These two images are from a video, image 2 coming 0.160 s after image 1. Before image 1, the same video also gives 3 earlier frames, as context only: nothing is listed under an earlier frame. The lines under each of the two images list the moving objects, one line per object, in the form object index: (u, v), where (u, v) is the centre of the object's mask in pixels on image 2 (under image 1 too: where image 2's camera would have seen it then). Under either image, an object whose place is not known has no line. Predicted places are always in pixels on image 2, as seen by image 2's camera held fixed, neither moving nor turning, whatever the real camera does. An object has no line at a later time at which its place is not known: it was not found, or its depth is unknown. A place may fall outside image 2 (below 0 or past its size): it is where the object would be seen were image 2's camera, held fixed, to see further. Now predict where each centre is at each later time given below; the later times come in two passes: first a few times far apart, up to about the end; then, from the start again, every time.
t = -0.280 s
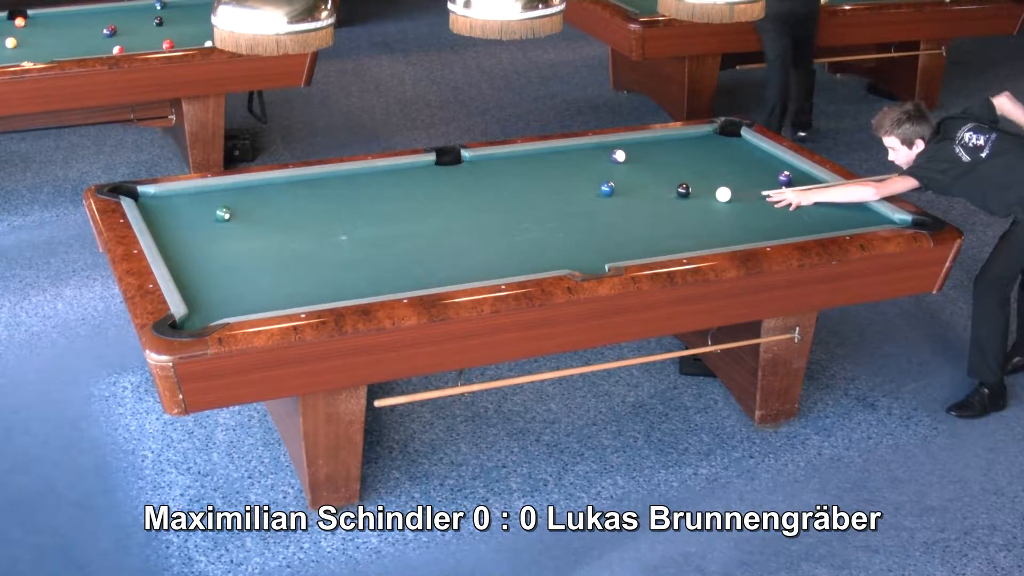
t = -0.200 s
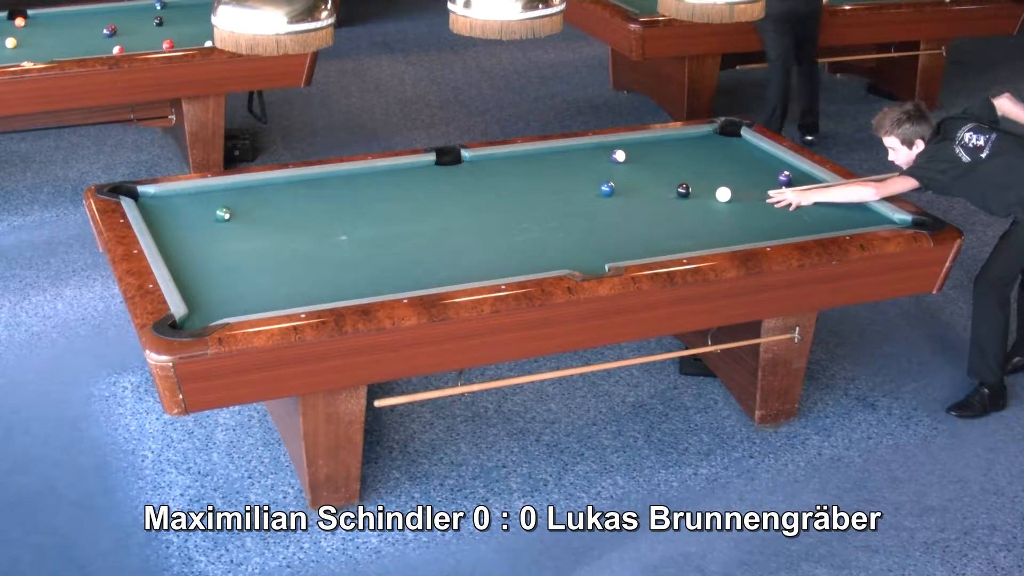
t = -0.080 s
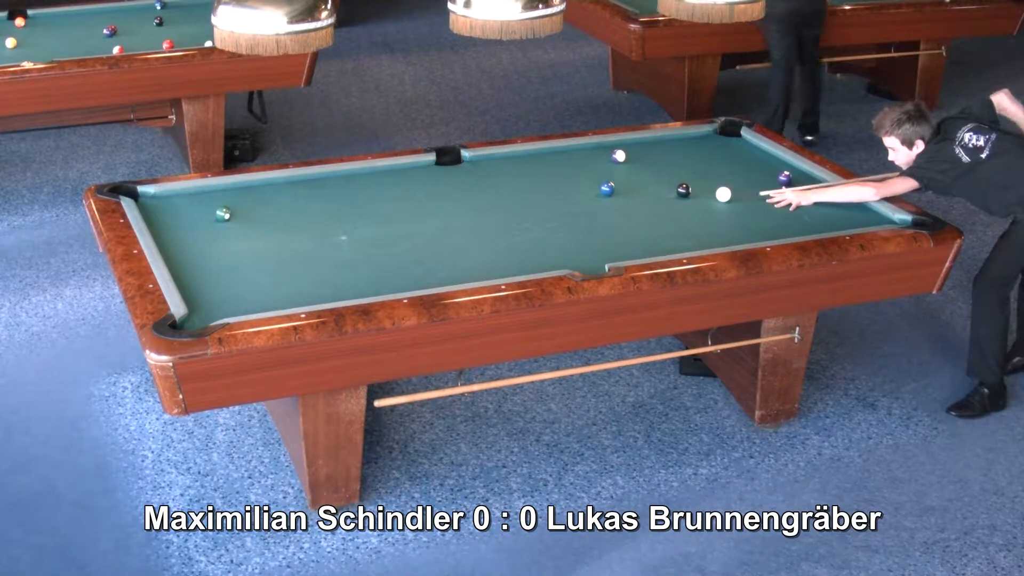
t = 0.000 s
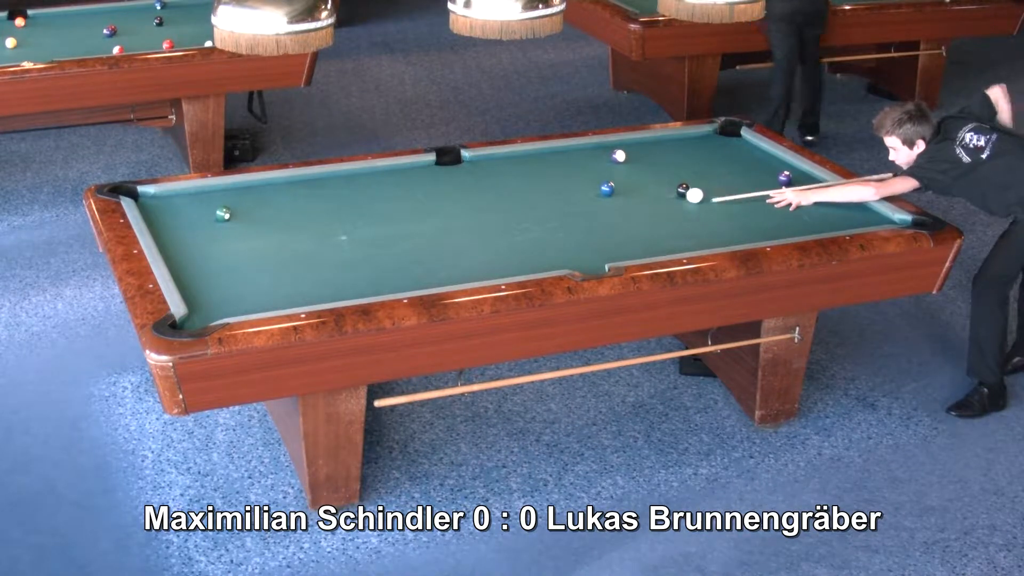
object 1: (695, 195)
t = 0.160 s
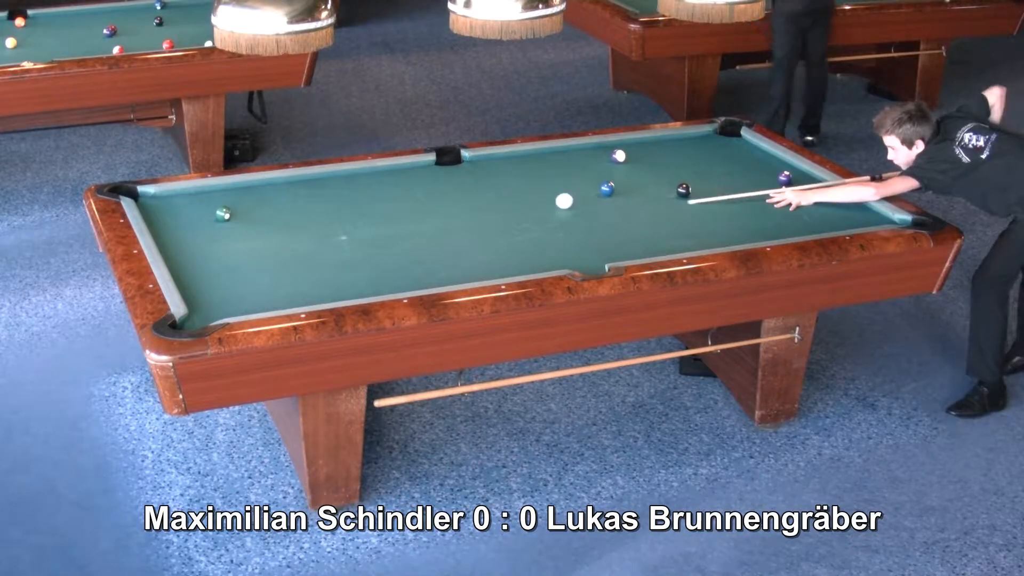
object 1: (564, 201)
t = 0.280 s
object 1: (476, 205)
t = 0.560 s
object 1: (306, 213)
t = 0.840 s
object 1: (208, 226)
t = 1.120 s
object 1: (174, 243)
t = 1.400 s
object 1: (221, 251)
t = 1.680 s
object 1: (268, 260)
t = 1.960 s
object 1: (314, 268)
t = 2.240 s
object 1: (360, 276)
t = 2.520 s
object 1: (405, 284)
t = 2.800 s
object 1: (438, 282)
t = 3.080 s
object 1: (456, 274)
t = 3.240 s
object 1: (465, 269)
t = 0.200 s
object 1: (533, 203)
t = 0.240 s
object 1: (504, 204)
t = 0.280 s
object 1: (476, 205)
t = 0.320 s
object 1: (448, 206)
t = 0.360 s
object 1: (422, 207)
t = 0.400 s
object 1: (396, 209)
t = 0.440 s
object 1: (372, 210)
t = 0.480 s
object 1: (349, 211)
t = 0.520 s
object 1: (327, 212)
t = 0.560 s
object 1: (306, 213)
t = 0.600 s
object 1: (286, 214)
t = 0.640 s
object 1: (267, 215)
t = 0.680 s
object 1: (249, 216)
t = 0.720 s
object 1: (233, 217)
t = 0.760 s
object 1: (226, 220)
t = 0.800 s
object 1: (217, 224)
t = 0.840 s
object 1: (208, 226)
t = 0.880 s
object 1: (198, 229)
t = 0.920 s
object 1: (189, 232)
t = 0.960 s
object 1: (179, 235)
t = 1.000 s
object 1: (169, 238)
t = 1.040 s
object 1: (161, 240)
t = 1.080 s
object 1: (167, 242)
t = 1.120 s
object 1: (174, 243)
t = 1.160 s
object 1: (181, 244)
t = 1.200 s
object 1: (188, 245)
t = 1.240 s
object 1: (194, 247)
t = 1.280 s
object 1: (201, 248)
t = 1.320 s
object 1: (208, 249)
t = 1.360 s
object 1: (214, 250)
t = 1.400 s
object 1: (221, 251)
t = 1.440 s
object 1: (228, 253)
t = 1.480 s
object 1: (234, 254)
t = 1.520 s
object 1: (241, 255)
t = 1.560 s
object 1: (248, 256)
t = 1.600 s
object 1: (255, 258)
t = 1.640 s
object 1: (261, 259)
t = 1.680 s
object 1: (268, 260)
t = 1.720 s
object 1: (275, 261)
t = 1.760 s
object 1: (281, 262)
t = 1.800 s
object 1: (288, 264)
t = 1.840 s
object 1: (295, 265)
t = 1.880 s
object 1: (301, 266)
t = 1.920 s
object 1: (308, 267)
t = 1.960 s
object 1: (314, 268)
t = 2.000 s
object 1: (321, 270)
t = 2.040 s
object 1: (327, 271)
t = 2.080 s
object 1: (334, 272)
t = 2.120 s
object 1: (340, 273)
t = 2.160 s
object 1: (347, 274)
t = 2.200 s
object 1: (353, 275)
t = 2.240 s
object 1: (360, 276)
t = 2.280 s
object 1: (366, 277)
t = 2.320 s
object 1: (373, 278)
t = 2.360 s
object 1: (379, 280)
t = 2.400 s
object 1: (386, 281)
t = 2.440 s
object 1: (392, 282)
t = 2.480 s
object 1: (398, 283)
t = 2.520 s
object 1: (405, 284)
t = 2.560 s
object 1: (411, 285)
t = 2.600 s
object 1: (417, 285)
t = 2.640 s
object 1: (424, 285)
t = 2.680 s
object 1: (429, 285)
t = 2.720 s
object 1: (432, 284)
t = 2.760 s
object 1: (435, 283)
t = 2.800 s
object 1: (438, 282)
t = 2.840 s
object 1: (440, 281)
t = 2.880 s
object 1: (443, 280)
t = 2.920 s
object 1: (446, 279)
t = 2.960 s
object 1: (448, 278)
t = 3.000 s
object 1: (451, 277)
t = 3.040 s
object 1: (453, 275)
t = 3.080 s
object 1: (456, 274)
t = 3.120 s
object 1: (458, 272)
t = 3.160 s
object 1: (460, 271)
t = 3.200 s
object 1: (463, 270)
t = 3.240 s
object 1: (465, 269)
